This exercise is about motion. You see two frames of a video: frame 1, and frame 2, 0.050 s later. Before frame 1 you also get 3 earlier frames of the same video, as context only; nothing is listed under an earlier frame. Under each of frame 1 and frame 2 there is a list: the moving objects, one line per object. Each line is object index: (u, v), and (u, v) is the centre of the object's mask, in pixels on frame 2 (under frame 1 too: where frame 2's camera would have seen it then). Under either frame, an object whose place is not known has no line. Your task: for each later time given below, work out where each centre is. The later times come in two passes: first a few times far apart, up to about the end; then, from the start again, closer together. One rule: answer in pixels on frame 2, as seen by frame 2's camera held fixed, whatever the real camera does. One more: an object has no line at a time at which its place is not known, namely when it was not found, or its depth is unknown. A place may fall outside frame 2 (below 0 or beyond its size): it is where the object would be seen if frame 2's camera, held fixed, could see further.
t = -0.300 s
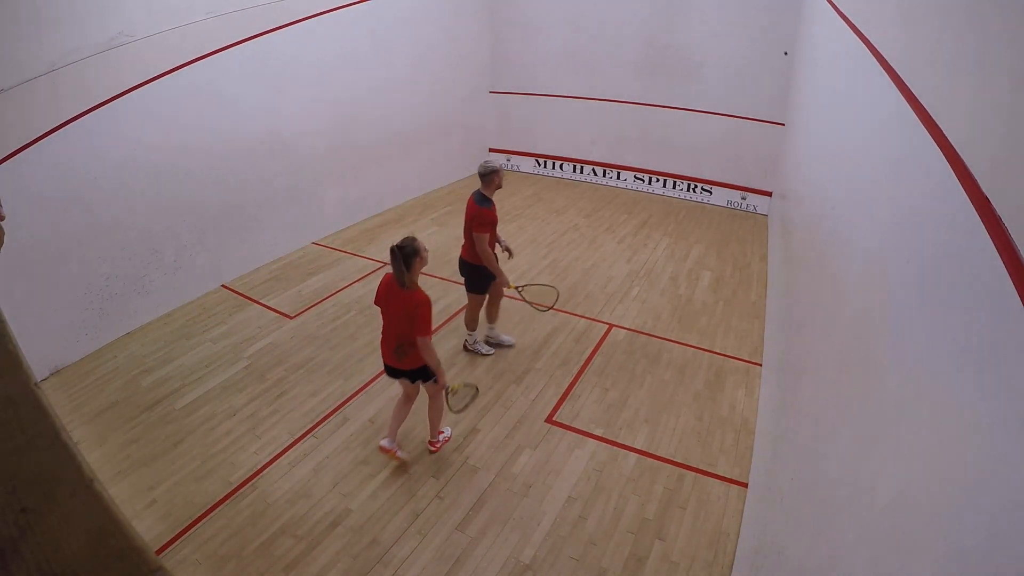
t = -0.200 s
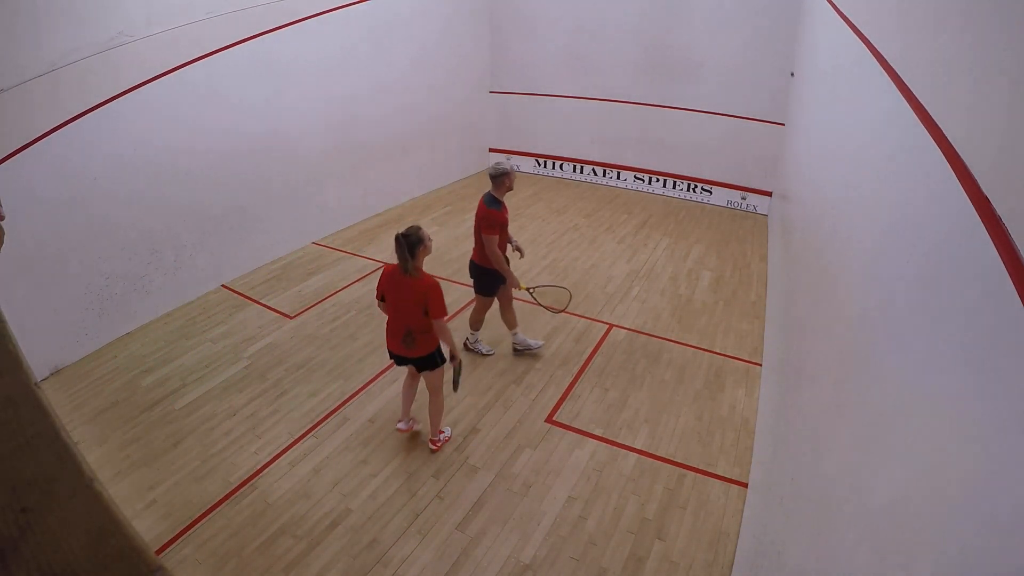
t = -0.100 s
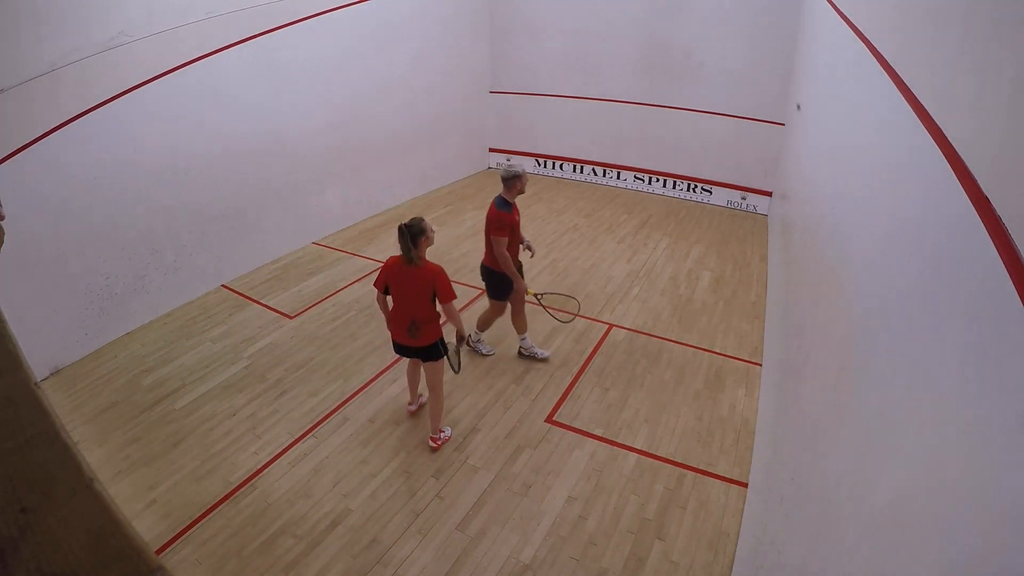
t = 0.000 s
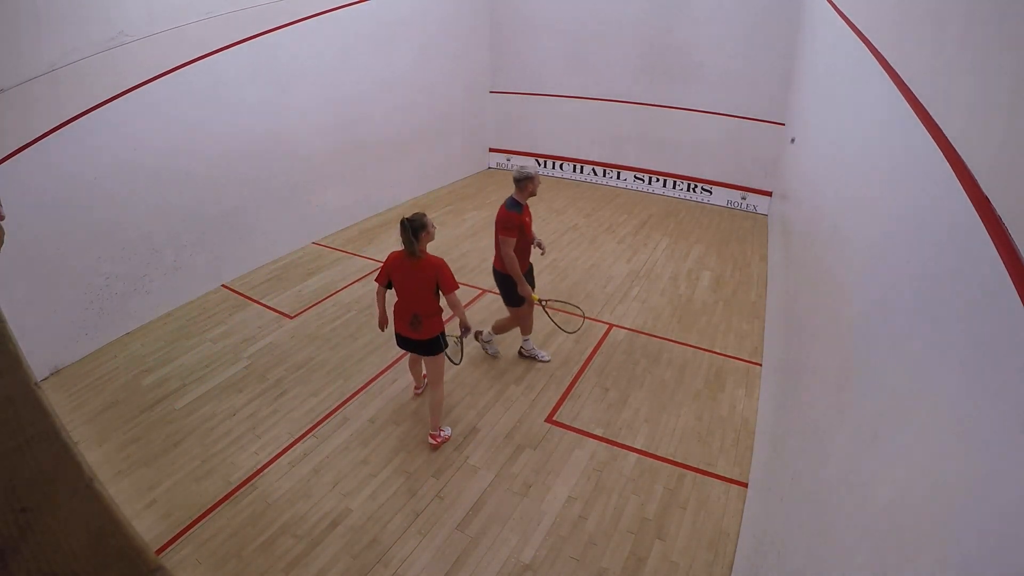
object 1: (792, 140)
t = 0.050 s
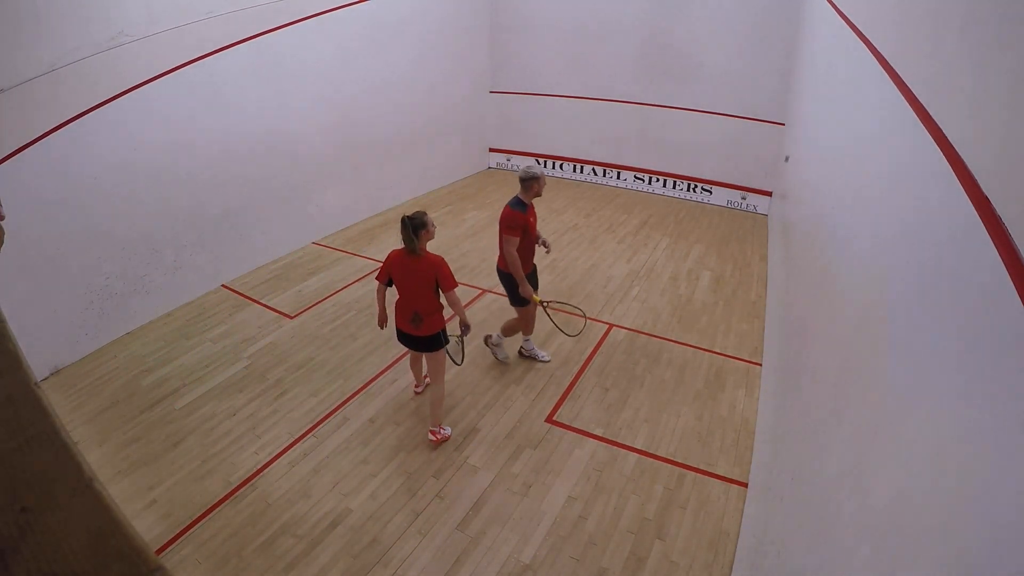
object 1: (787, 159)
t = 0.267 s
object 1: (750, 275)
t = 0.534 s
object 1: (722, 291)
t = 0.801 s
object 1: (693, 261)
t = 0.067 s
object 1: (784, 166)
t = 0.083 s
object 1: (782, 173)
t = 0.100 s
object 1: (779, 180)
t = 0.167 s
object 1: (769, 214)
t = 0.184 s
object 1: (766, 224)
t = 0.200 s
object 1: (763, 233)
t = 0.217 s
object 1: (760, 244)
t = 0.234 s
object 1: (756, 254)
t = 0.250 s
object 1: (753, 264)
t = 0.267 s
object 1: (750, 275)
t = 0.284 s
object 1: (746, 287)
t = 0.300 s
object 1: (742, 298)
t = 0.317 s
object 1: (738, 310)
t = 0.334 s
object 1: (734, 323)
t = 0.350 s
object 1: (729, 335)
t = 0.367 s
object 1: (728, 336)
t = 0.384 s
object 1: (728, 330)
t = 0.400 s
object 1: (727, 326)
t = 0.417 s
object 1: (727, 321)
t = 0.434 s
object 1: (727, 316)
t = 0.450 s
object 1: (726, 312)
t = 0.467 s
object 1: (726, 307)
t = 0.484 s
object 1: (725, 303)
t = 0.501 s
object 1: (724, 299)
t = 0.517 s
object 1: (723, 295)
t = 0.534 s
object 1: (722, 291)
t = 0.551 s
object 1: (721, 288)
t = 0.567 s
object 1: (720, 284)
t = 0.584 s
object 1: (719, 281)
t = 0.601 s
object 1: (717, 278)
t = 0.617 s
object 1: (716, 275)
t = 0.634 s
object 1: (714, 272)
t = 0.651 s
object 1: (713, 270)
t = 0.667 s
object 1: (711, 268)
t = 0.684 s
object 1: (709, 266)
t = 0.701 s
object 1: (707, 265)
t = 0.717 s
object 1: (705, 263)
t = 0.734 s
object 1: (703, 262)
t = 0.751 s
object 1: (701, 261)
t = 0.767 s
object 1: (698, 261)
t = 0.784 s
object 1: (696, 261)
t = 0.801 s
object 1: (693, 261)
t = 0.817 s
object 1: (690, 261)
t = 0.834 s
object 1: (687, 262)
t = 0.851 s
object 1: (685, 263)
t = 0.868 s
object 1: (681, 265)
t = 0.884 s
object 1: (678, 267)
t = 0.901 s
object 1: (675, 269)
